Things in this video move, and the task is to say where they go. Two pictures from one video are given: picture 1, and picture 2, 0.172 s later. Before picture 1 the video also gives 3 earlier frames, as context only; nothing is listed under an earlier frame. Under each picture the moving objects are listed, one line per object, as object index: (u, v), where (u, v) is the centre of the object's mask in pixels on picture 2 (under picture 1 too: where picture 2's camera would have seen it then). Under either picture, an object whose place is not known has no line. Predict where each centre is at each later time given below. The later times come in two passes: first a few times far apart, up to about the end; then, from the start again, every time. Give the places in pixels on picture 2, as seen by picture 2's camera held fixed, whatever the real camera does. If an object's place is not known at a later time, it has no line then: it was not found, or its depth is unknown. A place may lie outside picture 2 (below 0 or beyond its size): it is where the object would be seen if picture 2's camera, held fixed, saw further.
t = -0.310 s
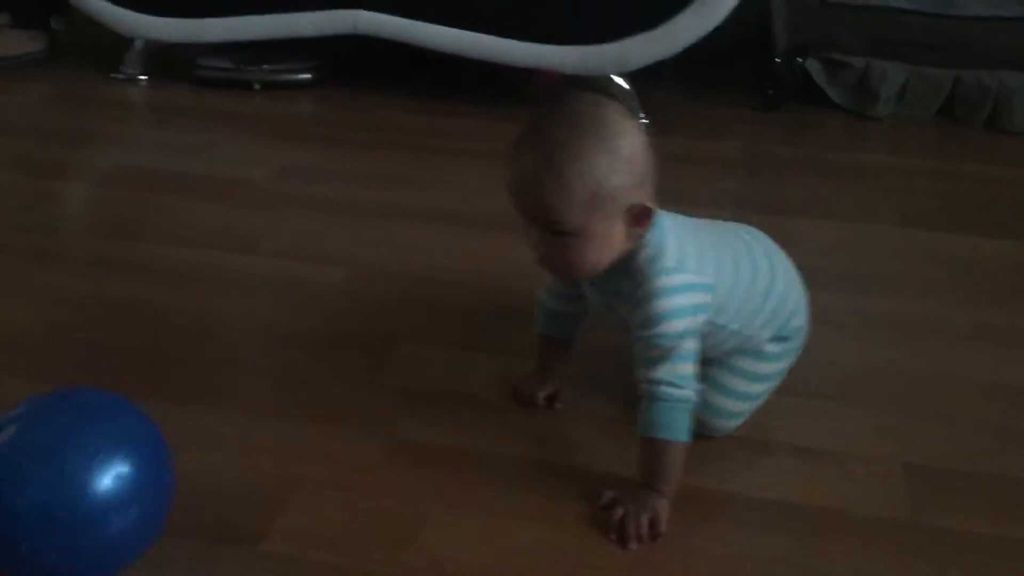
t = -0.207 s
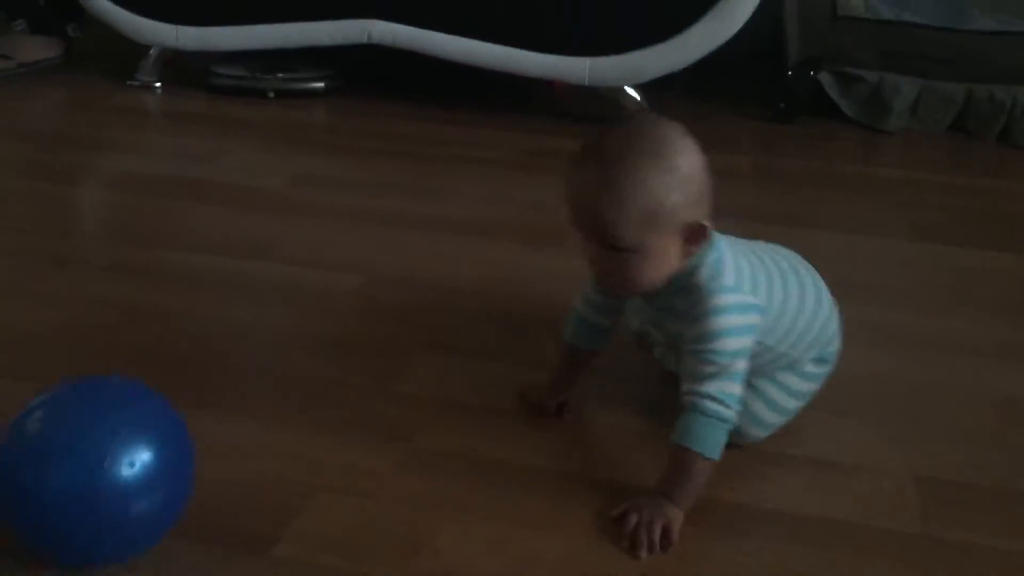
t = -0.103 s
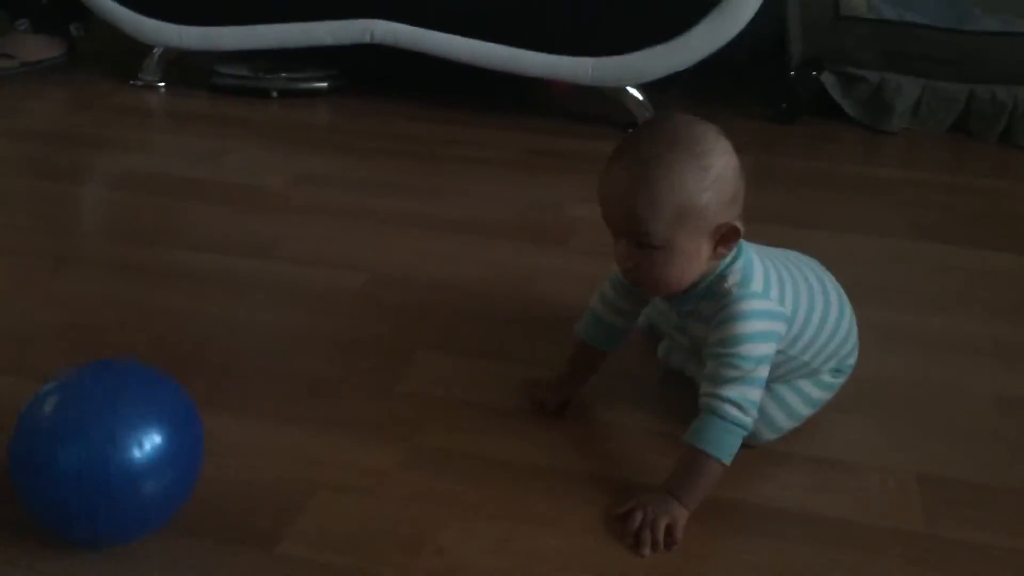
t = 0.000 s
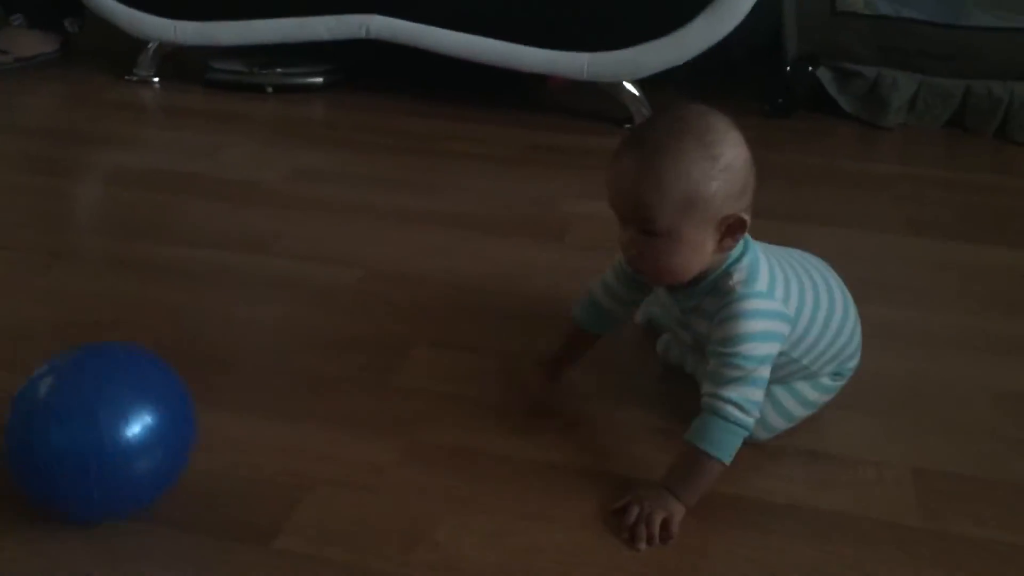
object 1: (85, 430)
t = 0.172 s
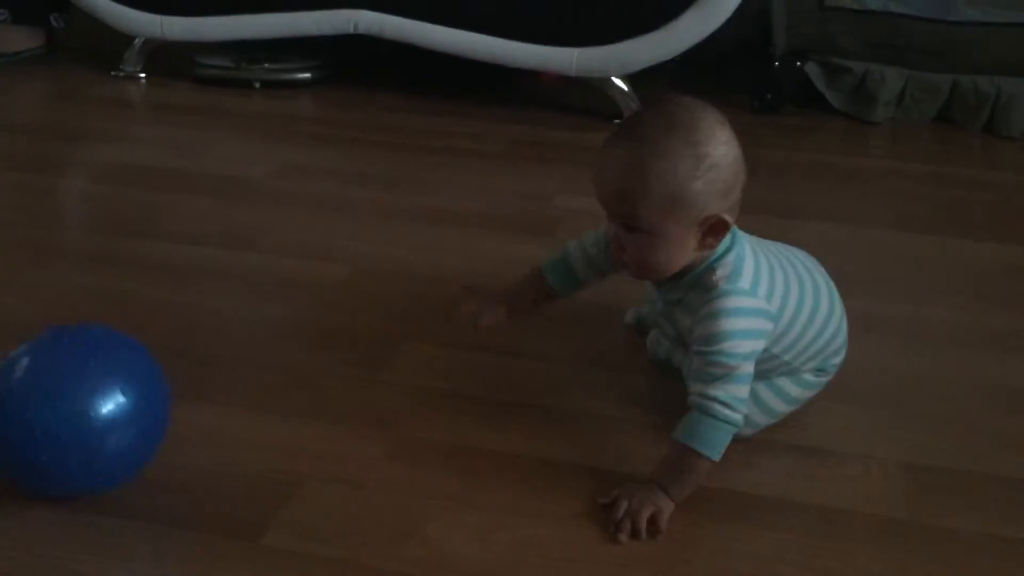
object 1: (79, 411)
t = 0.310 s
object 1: (73, 401)
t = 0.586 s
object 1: (70, 396)
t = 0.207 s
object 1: (78, 408)
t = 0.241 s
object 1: (76, 405)
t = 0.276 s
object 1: (75, 402)
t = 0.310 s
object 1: (73, 401)
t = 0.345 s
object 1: (71, 398)
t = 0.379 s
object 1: (70, 396)
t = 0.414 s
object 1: (69, 395)
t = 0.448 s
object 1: (70, 394)
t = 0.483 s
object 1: (70, 394)
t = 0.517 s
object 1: (70, 394)
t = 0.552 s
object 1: (70, 396)
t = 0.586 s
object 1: (70, 396)
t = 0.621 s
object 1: (69, 399)
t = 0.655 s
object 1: (67, 400)
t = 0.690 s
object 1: (67, 403)
